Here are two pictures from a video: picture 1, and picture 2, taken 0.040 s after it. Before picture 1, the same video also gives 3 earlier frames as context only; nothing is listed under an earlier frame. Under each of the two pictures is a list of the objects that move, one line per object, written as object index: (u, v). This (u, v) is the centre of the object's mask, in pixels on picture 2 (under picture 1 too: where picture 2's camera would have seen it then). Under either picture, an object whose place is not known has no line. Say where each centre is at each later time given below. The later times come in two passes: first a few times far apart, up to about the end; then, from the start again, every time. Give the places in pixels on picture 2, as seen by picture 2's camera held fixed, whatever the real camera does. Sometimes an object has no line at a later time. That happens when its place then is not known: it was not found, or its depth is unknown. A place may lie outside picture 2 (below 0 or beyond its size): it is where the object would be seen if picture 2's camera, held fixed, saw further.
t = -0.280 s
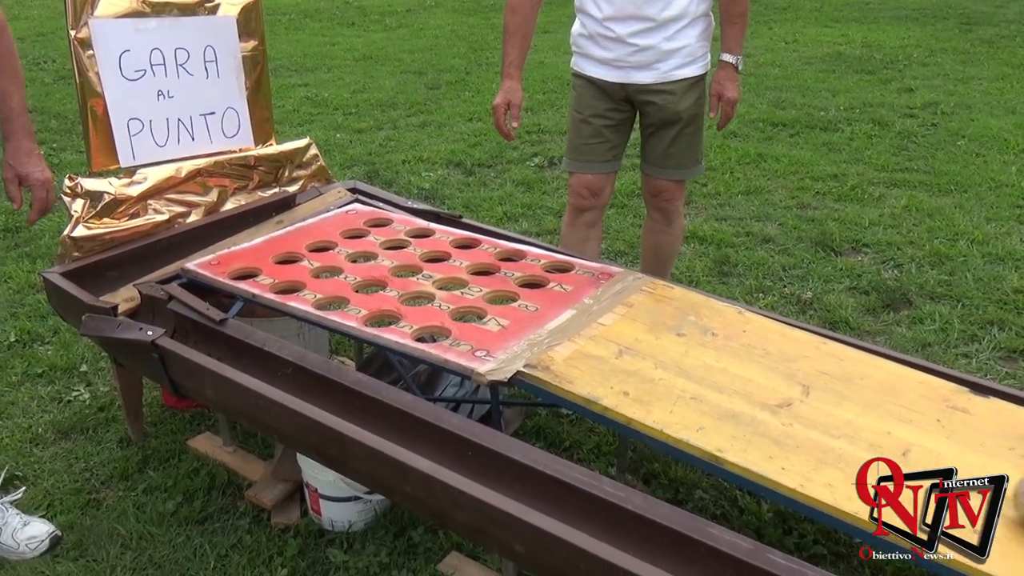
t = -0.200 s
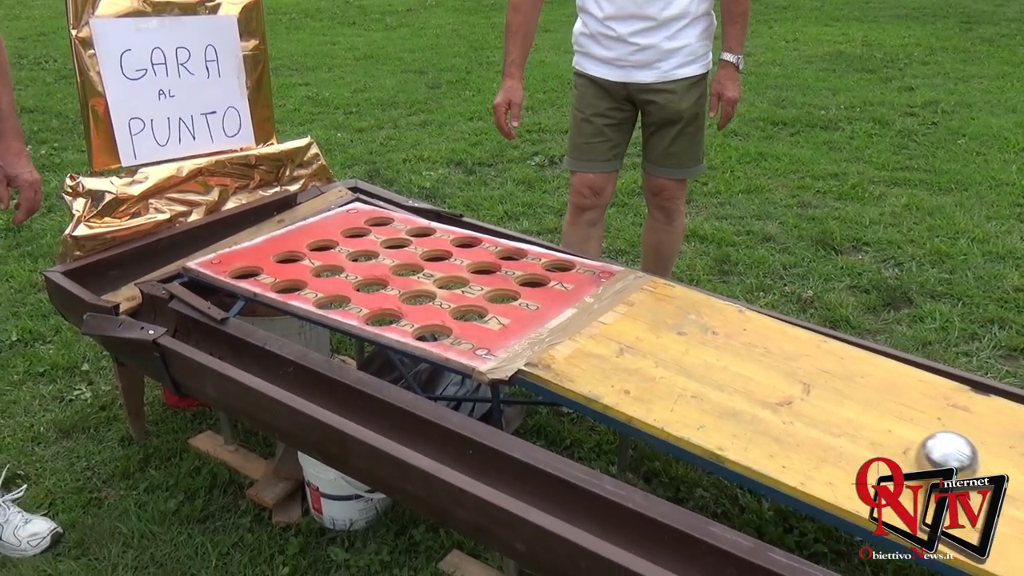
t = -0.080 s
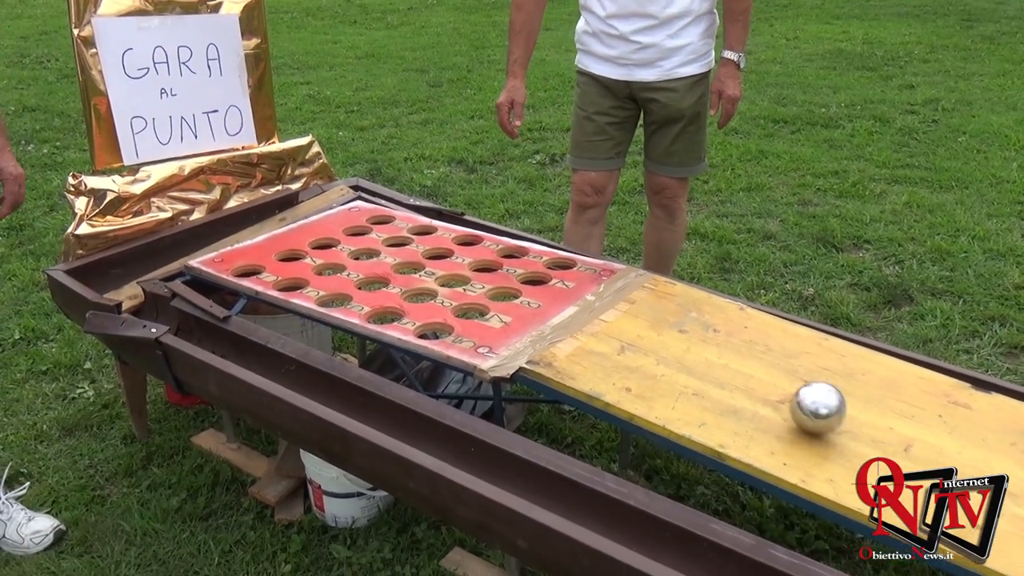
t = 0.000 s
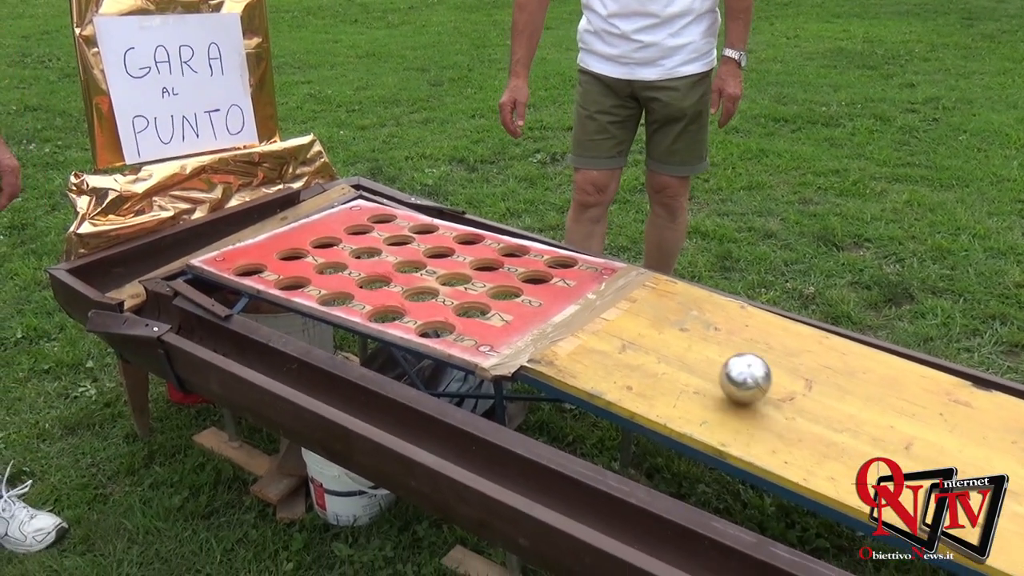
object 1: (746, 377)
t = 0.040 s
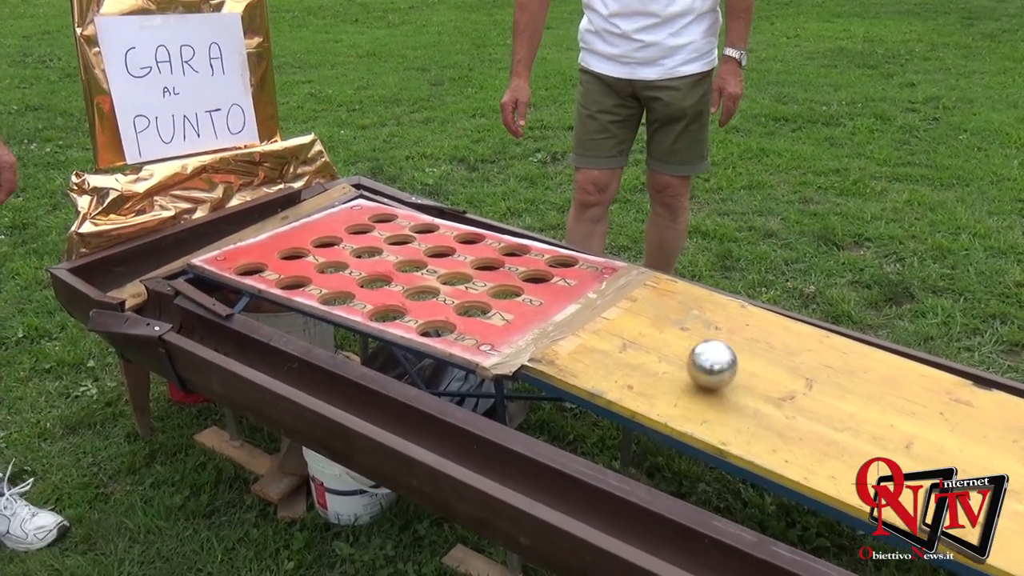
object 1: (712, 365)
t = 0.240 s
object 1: (571, 311)
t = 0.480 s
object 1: (437, 279)
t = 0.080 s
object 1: (680, 353)
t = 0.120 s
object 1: (651, 342)
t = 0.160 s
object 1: (623, 332)
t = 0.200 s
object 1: (596, 321)
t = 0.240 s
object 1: (571, 311)
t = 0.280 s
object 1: (546, 303)
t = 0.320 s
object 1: (524, 298)
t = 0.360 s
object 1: (502, 292)
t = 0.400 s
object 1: (480, 287)
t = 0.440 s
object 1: (458, 282)
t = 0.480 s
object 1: (437, 279)
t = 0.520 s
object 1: (417, 278)
